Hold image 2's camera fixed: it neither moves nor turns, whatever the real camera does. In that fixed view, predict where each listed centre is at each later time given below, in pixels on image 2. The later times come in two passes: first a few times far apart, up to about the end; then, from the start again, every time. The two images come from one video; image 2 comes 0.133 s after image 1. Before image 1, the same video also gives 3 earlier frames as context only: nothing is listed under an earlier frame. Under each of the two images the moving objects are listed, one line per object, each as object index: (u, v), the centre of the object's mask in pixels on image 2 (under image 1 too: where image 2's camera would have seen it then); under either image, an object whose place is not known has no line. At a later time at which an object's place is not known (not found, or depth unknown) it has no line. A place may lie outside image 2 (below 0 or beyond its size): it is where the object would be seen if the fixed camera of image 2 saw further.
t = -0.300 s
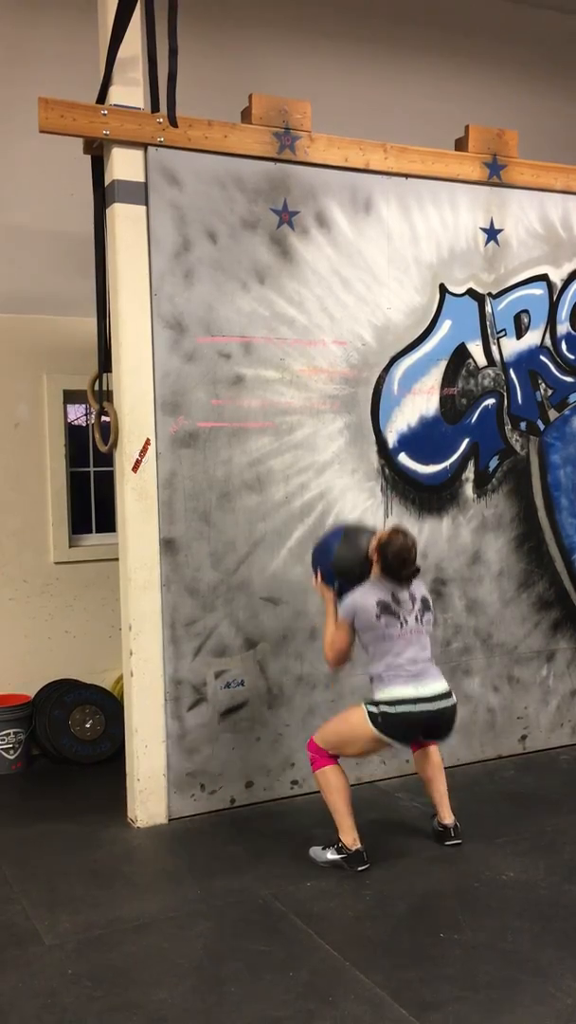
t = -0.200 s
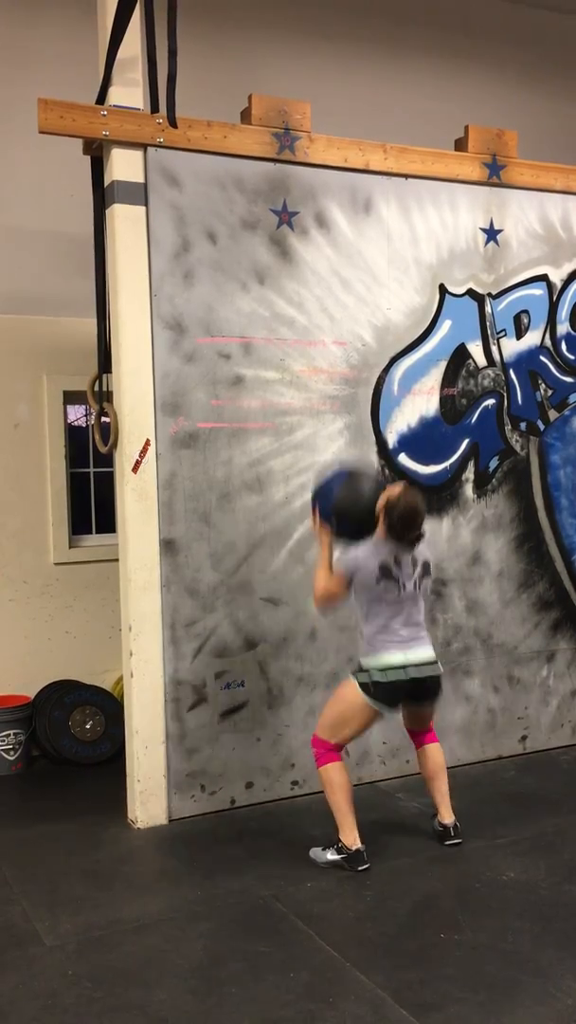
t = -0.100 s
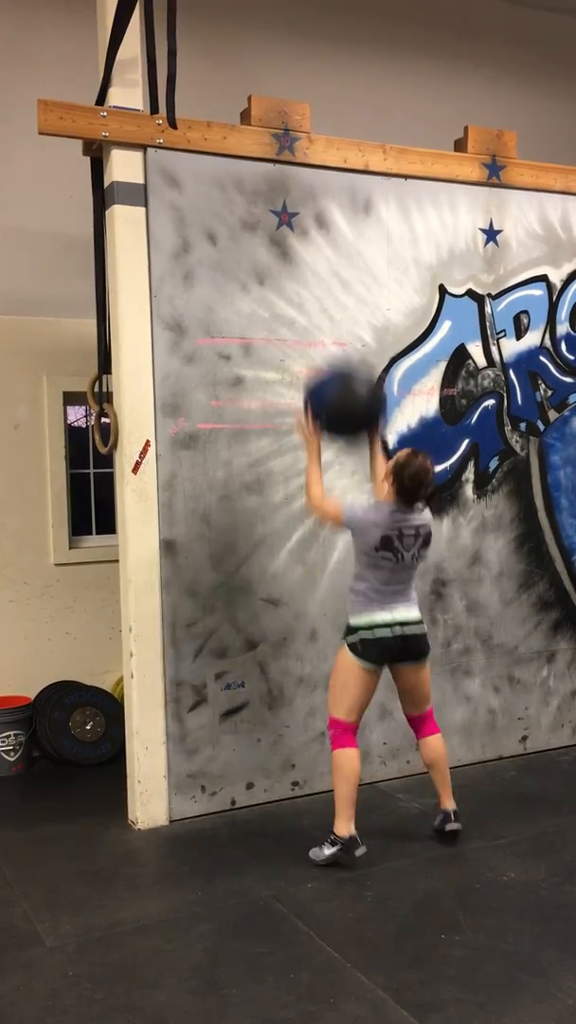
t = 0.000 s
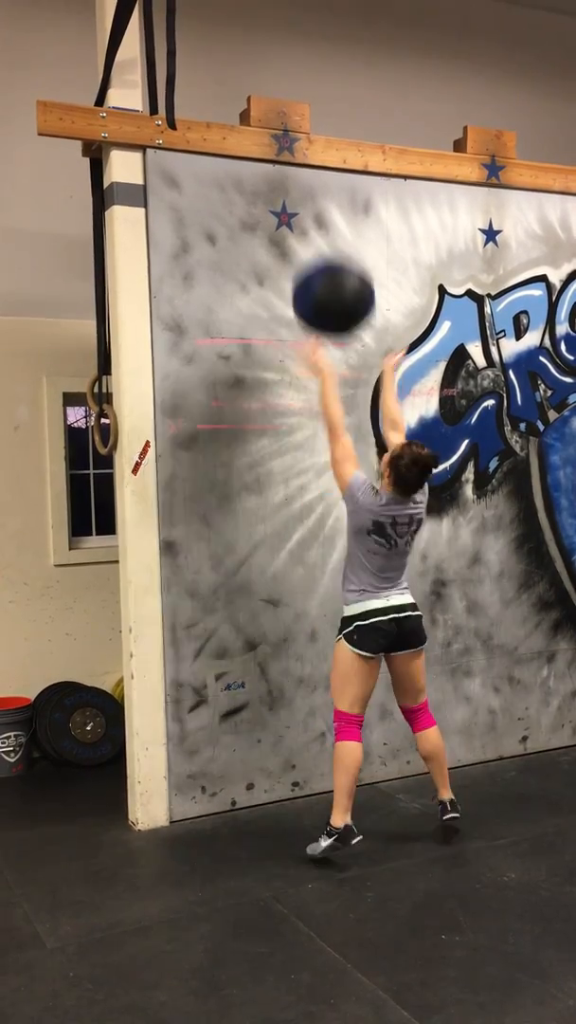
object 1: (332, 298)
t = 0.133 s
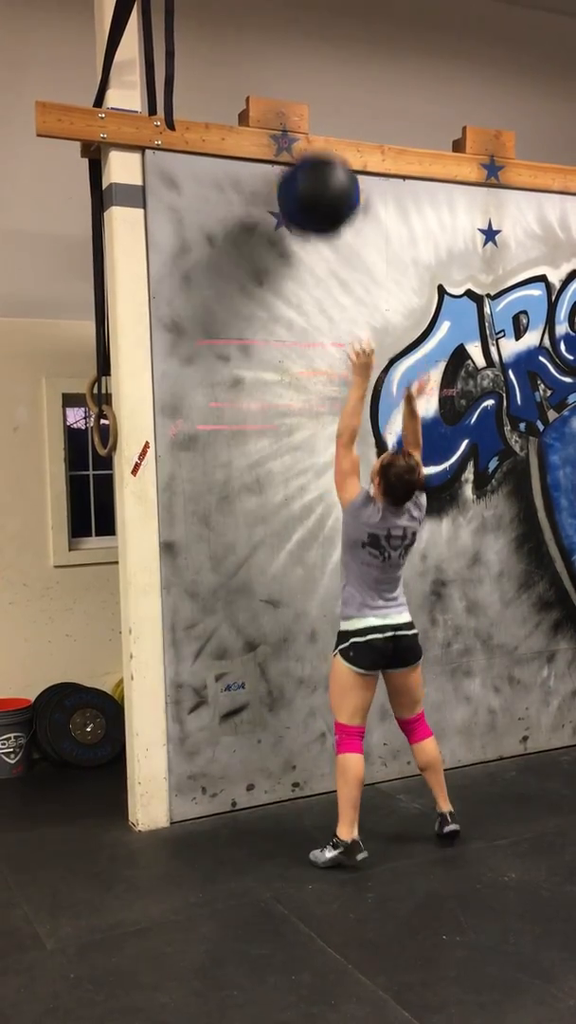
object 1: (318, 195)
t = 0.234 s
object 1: (309, 144)
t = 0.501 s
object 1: (295, 120)
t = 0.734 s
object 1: (305, 208)
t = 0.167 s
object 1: (315, 175)
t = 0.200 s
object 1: (312, 158)
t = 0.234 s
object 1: (309, 144)
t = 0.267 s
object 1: (306, 133)
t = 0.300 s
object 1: (303, 125)
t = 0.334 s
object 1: (300, 120)
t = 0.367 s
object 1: (297, 116)
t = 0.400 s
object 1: (294, 115)
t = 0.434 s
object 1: (293, 116)
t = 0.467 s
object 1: (294, 117)
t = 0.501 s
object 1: (295, 120)
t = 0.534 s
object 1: (296, 124)
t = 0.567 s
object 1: (298, 131)
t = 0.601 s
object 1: (300, 142)
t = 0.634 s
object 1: (301, 155)
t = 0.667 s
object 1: (302, 170)
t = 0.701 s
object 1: (303, 190)
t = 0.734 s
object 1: (305, 208)
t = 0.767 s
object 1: (308, 232)
